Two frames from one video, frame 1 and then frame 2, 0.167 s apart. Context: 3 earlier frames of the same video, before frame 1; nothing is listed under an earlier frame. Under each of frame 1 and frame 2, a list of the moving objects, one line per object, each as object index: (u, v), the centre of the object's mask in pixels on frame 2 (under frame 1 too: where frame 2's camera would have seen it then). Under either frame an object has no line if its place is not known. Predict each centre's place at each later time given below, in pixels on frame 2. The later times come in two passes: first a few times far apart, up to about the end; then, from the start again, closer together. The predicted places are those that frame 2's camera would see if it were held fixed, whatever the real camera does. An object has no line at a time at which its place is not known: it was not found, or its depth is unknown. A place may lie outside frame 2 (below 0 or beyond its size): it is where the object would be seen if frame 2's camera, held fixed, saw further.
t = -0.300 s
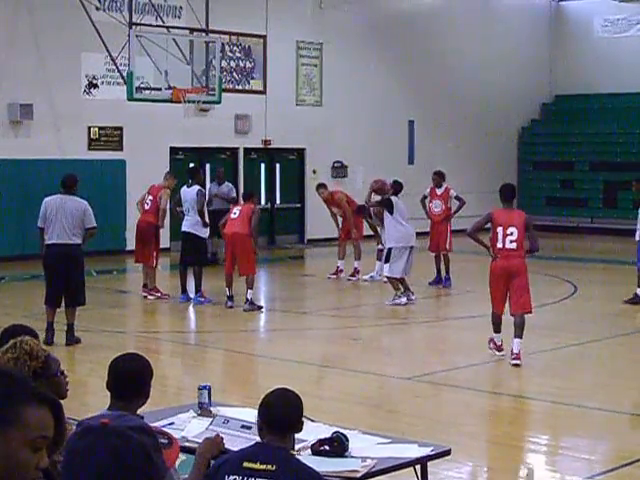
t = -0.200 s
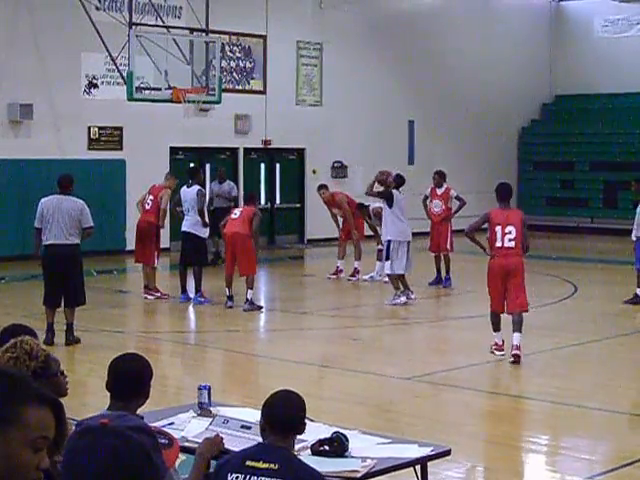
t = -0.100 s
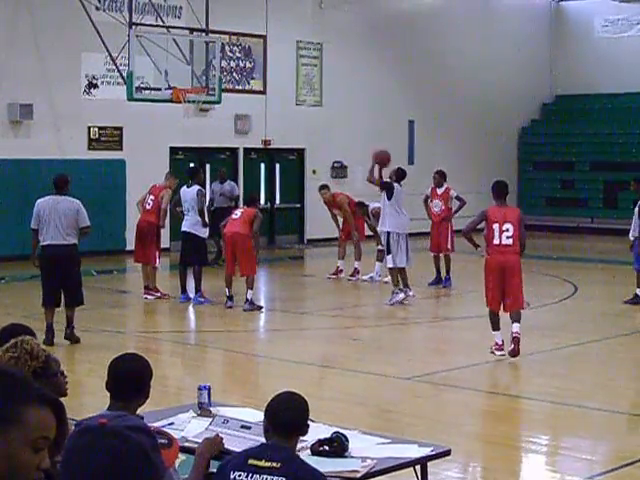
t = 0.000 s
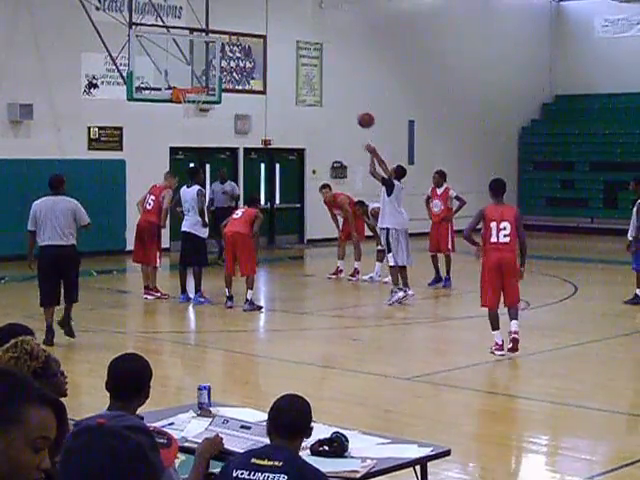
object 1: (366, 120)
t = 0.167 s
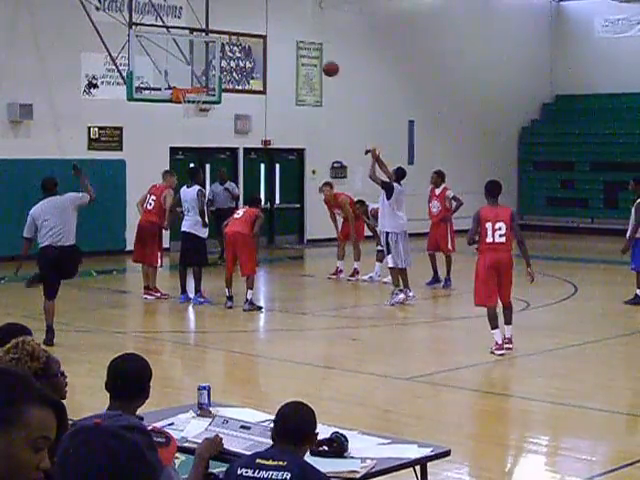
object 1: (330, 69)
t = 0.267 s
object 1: (311, 48)
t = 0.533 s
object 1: (261, 28)
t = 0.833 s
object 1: (211, 59)
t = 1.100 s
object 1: (178, 70)
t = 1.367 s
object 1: (148, 73)
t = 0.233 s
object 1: (317, 54)
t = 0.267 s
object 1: (311, 48)
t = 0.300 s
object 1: (304, 43)
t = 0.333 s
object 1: (298, 39)
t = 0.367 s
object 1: (291, 35)
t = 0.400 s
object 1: (285, 32)
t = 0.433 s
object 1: (279, 30)
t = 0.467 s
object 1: (273, 28)
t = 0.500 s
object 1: (267, 28)
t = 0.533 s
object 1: (261, 28)
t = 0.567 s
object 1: (255, 29)
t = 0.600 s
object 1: (250, 30)
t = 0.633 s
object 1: (244, 32)
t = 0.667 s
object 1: (238, 35)
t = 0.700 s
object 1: (232, 39)
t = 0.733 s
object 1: (227, 43)
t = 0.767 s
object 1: (222, 47)
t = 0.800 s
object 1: (217, 54)
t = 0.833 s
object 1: (211, 59)
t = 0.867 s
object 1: (205, 67)
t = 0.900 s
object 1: (200, 73)
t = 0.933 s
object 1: (195, 81)
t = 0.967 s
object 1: (191, 83)
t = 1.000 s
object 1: (188, 79)
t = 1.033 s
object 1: (184, 76)
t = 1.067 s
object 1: (181, 72)
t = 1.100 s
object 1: (178, 70)
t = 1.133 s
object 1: (174, 68)
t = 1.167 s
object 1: (171, 67)
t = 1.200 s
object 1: (167, 66)
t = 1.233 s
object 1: (163, 66)
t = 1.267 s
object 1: (160, 67)
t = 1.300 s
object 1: (156, 69)
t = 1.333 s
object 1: (152, 71)
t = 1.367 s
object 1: (148, 73)
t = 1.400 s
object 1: (144, 78)
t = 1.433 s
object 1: (141, 83)
